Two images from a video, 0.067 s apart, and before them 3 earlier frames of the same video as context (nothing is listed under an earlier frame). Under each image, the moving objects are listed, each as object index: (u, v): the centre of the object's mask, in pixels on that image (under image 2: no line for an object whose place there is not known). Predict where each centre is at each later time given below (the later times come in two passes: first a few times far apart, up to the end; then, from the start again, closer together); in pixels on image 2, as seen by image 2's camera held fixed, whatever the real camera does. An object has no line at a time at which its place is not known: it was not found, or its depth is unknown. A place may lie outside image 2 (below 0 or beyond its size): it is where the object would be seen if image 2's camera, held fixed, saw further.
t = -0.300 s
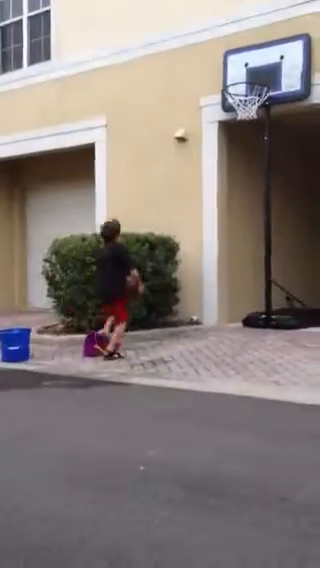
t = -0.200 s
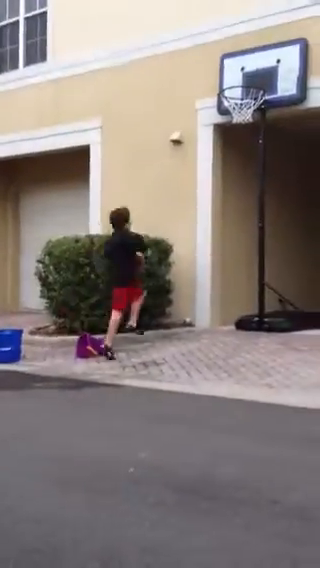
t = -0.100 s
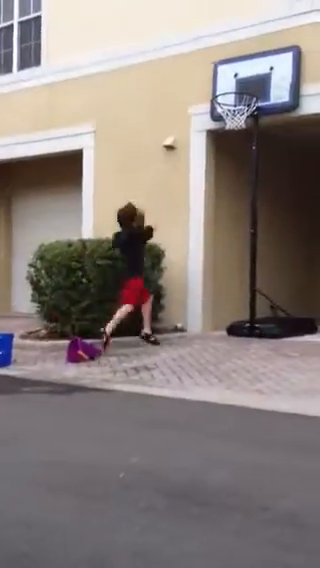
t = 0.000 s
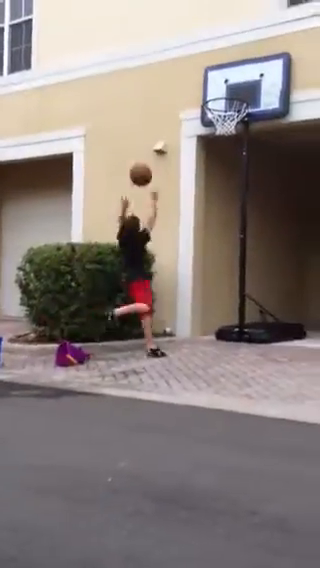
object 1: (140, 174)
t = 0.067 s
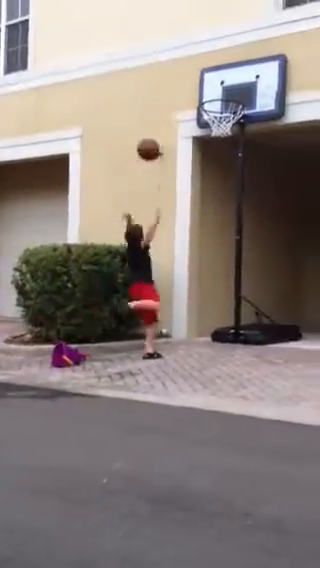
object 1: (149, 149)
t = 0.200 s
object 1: (169, 109)
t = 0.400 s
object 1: (199, 82)
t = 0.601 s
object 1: (223, 84)
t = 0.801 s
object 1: (229, 95)
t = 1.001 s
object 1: (206, 117)
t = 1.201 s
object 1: (208, 123)
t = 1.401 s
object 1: (224, 125)
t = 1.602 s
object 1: (237, 161)
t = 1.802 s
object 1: (251, 227)
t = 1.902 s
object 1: (257, 273)
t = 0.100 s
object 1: (154, 140)
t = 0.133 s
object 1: (159, 127)
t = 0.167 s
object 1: (164, 117)
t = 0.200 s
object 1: (169, 109)
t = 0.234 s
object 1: (174, 102)
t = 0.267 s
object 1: (179, 96)
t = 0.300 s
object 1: (184, 91)
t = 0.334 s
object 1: (188, 87)
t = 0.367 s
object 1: (194, 83)
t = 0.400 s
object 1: (199, 82)
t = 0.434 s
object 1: (204, 81)
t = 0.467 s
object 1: (208, 80)
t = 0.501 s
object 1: (213, 81)
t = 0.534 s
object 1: (218, 82)
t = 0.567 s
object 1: (221, 84)
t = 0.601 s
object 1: (223, 84)
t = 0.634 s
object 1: (224, 84)
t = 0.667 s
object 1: (226, 86)
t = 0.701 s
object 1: (228, 88)
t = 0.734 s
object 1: (229, 91)
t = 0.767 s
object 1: (231, 94)
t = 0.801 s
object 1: (229, 95)
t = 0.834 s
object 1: (228, 102)
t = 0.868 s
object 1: (224, 108)
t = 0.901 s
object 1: (222, 110)
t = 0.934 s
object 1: (211, 115)
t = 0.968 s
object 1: (206, 118)
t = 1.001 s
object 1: (206, 117)
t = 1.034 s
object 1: (205, 117)
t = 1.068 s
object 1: (205, 118)
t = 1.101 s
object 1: (206, 119)
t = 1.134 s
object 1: (206, 120)
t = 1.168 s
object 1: (207, 121)
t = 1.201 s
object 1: (208, 123)
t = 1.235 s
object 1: (212, 127)
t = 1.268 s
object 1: (214, 133)
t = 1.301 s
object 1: (216, 122)
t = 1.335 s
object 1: (222, 124)
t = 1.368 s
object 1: (223, 124)
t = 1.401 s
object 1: (224, 125)
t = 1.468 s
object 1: (229, 137)
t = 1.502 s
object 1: (232, 140)
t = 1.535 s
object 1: (234, 146)
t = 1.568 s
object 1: (236, 154)
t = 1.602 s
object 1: (237, 161)
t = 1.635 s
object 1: (239, 169)
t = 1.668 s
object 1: (240, 178)
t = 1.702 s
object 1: (244, 189)
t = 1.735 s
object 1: (246, 202)
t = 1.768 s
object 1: (249, 214)
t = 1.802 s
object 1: (251, 227)
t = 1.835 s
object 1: (252, 240)
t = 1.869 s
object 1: (256, 256)
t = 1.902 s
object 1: (257, 273)
